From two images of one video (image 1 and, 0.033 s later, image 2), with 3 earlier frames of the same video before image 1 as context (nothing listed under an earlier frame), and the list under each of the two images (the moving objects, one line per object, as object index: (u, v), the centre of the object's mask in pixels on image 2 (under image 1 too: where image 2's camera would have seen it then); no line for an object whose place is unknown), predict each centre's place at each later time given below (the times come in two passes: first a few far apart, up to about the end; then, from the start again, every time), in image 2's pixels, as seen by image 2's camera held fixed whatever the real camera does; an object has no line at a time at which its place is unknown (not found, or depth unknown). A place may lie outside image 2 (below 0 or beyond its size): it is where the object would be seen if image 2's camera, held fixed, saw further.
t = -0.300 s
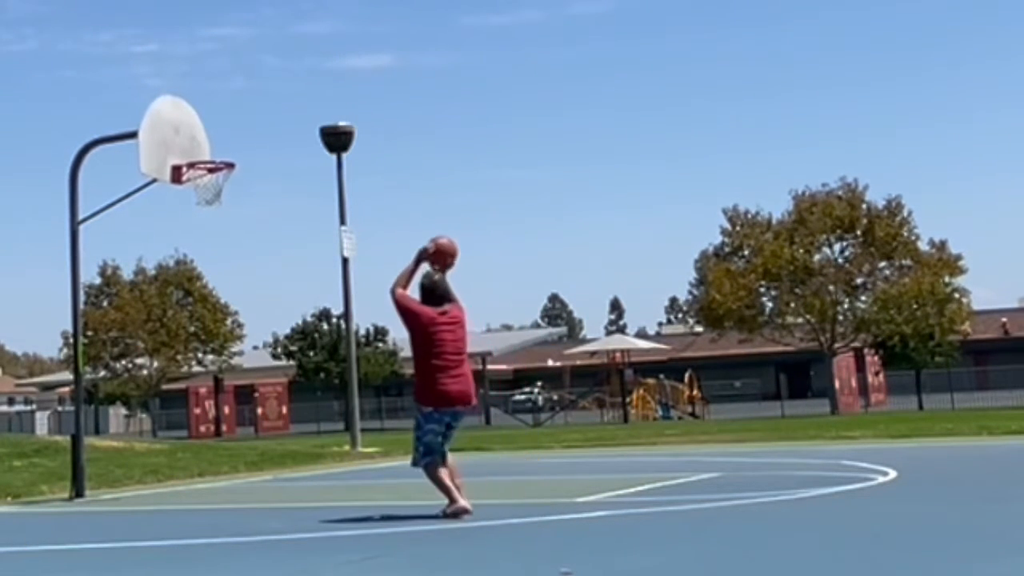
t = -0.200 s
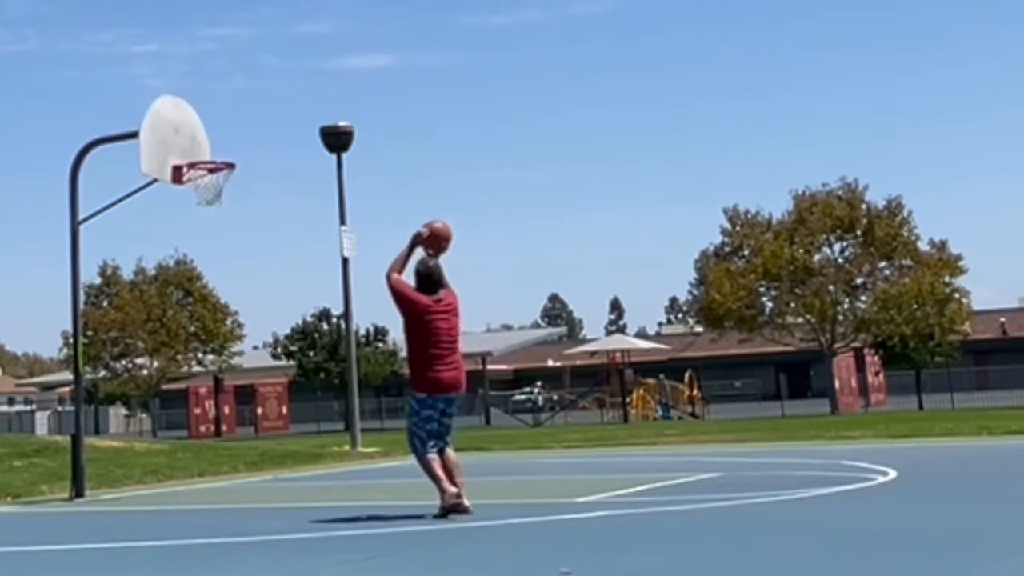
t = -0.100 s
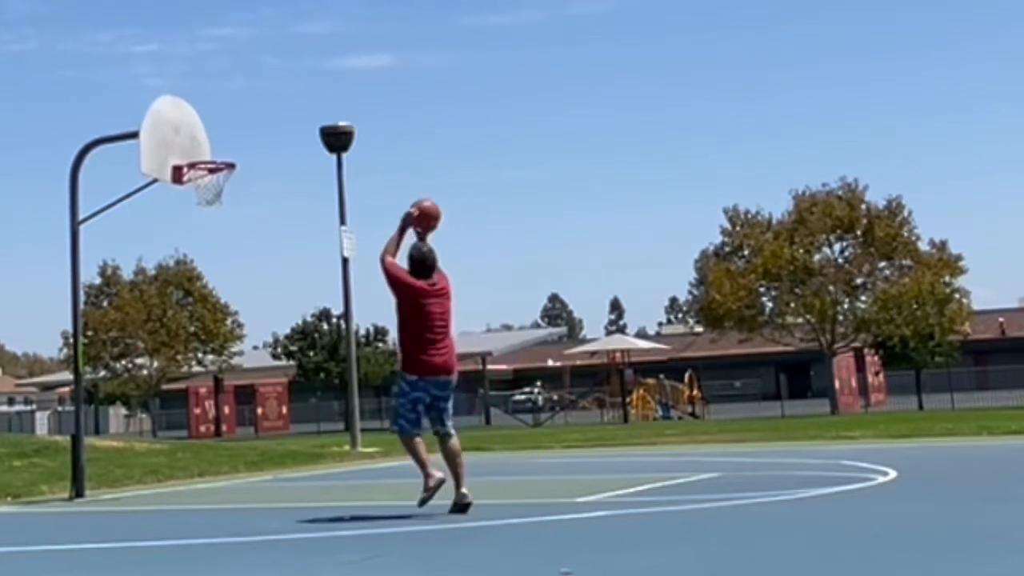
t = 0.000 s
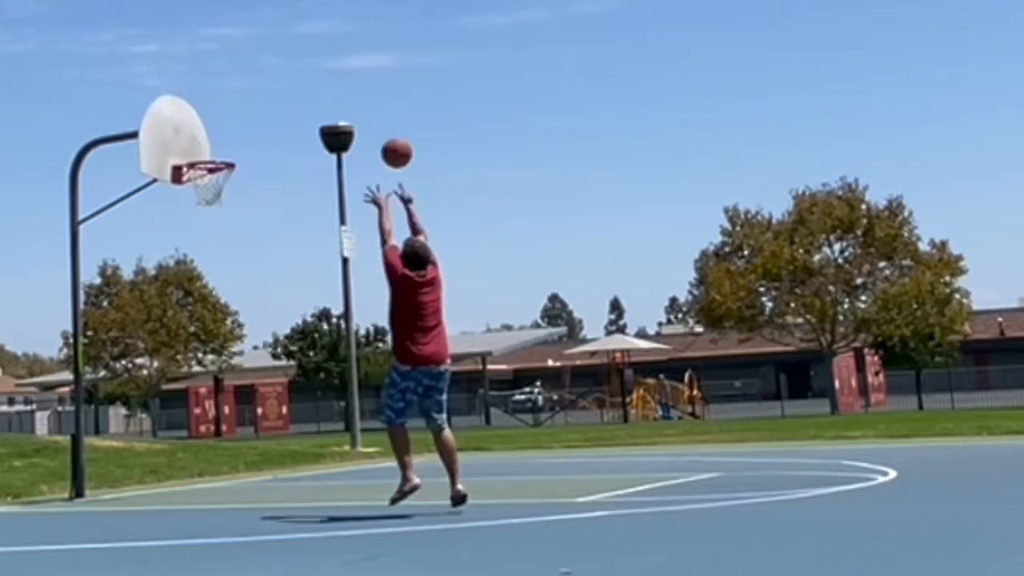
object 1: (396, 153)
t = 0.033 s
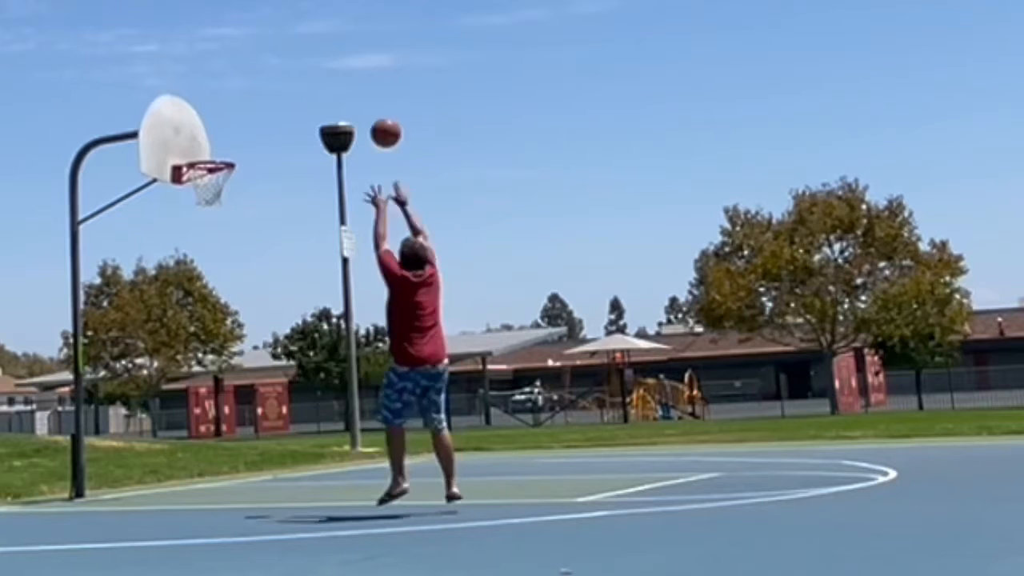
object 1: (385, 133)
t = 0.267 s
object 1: (319, 44)
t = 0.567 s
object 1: (253, 32)
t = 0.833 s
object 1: (207, 97)
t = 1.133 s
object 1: (207, 124)
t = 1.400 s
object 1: (247, 121)
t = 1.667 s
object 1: (290, 187)
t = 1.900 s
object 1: (328, 305)
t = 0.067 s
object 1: (375, 115)
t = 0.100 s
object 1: (364, 99)
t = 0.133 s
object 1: (355, 84)
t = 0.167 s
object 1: (345, 72)
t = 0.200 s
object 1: (336, 61)
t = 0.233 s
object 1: (327, 51)
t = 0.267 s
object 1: (319, 44)
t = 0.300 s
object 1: (310, 38)
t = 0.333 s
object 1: (303, 33)
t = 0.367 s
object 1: (295, 29)
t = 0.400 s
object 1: (287, 27)
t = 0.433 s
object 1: (280, 25)
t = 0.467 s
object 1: (273, 25)
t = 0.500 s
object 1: (266, 26)
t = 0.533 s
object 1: (259, 29)
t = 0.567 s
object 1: (253, 32)
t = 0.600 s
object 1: (247, 37)
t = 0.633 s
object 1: (240, 42)
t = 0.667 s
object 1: (235, 49)
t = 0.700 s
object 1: (229, 57)
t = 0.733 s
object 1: (223, 66)
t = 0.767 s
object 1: (218, 75)
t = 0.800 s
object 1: (212, 86)
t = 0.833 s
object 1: (207, 97)
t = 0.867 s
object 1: (202, 110)
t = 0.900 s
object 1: (197, 123)
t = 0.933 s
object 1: (192, 136)
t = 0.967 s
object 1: (187, 152)
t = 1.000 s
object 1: (187, 150)
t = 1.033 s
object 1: (192, 142)
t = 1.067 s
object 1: (197, 134)
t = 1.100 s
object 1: (202, 128)
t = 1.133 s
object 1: (207, 124)
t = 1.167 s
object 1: (212, 119)
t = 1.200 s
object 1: (217, 116)
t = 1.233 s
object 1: (222, 114)
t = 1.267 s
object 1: (227, 114)
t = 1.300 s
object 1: (232, 114)
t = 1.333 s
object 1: (237, 115)
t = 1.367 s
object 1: (242, 118)
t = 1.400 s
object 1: (247, 121)
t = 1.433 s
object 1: (253, 125)
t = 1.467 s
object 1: (258, 131)
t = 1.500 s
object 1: (263, 138)
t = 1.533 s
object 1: (268, 146)
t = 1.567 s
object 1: (274, 154)
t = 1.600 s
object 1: (279, 164)
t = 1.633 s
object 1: (285, 175)
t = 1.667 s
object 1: (290, 187)
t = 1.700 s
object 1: (295, 200)
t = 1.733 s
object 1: (300, 215)
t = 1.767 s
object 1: (306, 230)
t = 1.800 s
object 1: (311, 247)
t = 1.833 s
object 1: (317, 265)
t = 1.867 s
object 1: (323, 284)
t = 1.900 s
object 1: (328, 305)
